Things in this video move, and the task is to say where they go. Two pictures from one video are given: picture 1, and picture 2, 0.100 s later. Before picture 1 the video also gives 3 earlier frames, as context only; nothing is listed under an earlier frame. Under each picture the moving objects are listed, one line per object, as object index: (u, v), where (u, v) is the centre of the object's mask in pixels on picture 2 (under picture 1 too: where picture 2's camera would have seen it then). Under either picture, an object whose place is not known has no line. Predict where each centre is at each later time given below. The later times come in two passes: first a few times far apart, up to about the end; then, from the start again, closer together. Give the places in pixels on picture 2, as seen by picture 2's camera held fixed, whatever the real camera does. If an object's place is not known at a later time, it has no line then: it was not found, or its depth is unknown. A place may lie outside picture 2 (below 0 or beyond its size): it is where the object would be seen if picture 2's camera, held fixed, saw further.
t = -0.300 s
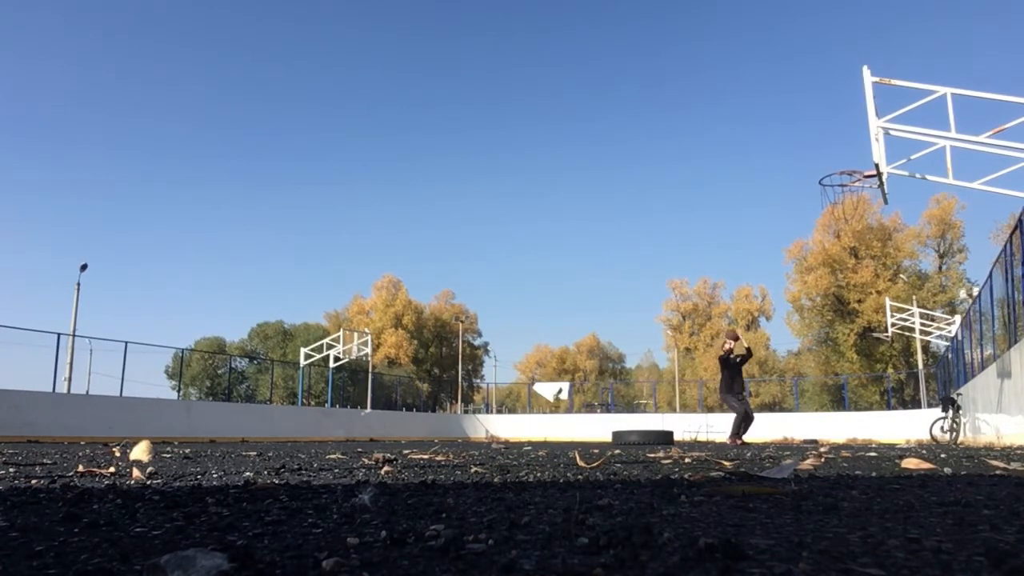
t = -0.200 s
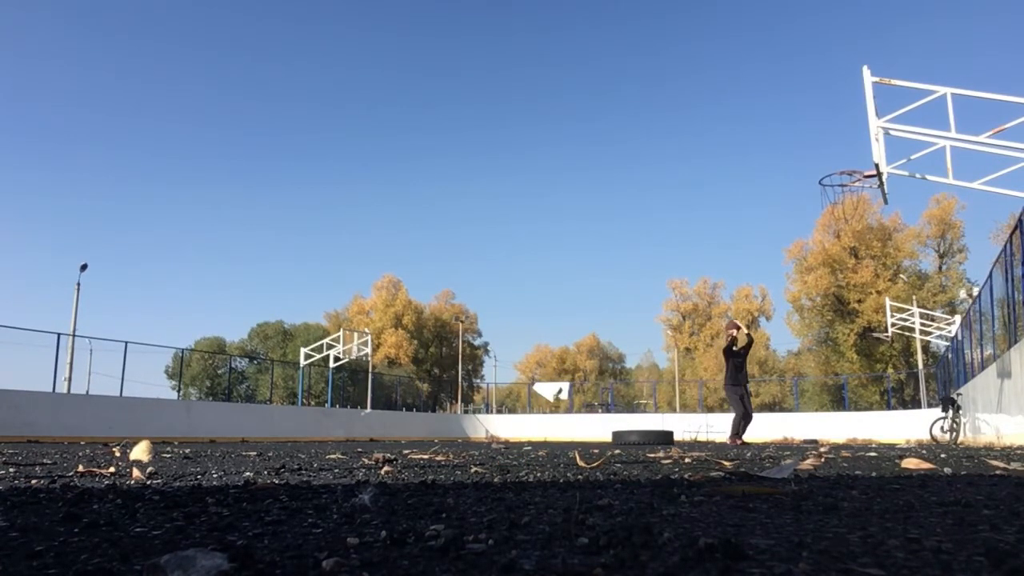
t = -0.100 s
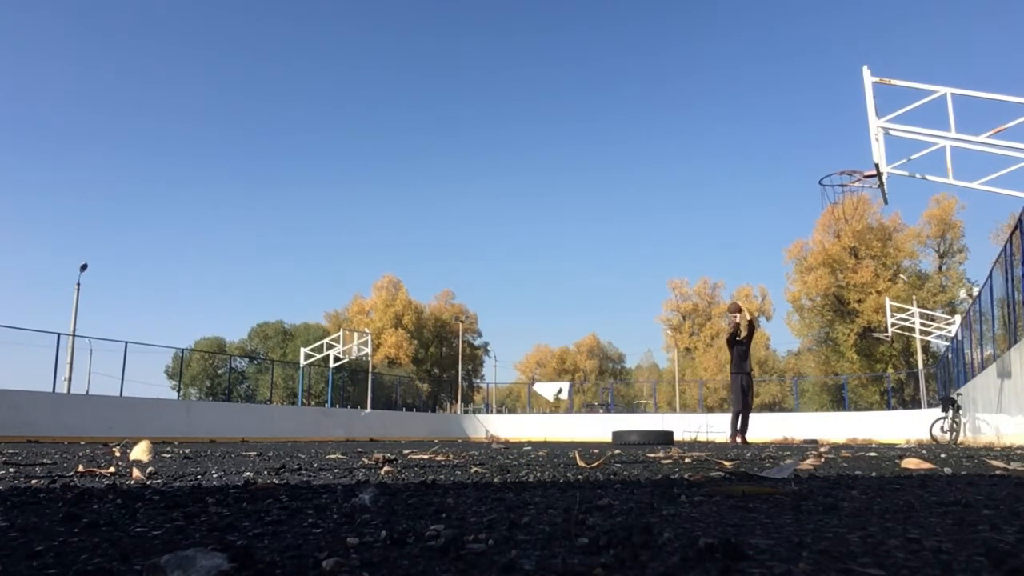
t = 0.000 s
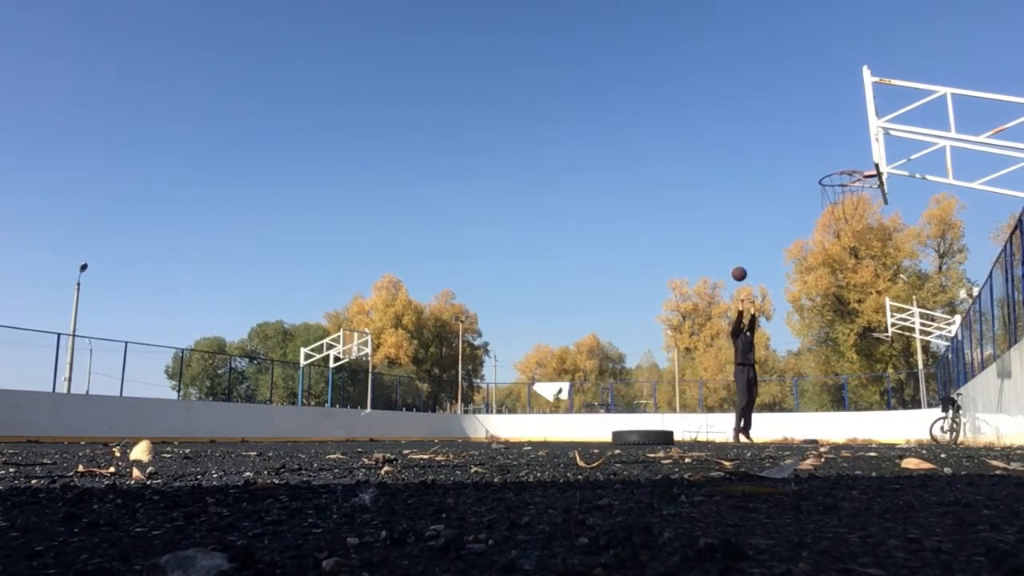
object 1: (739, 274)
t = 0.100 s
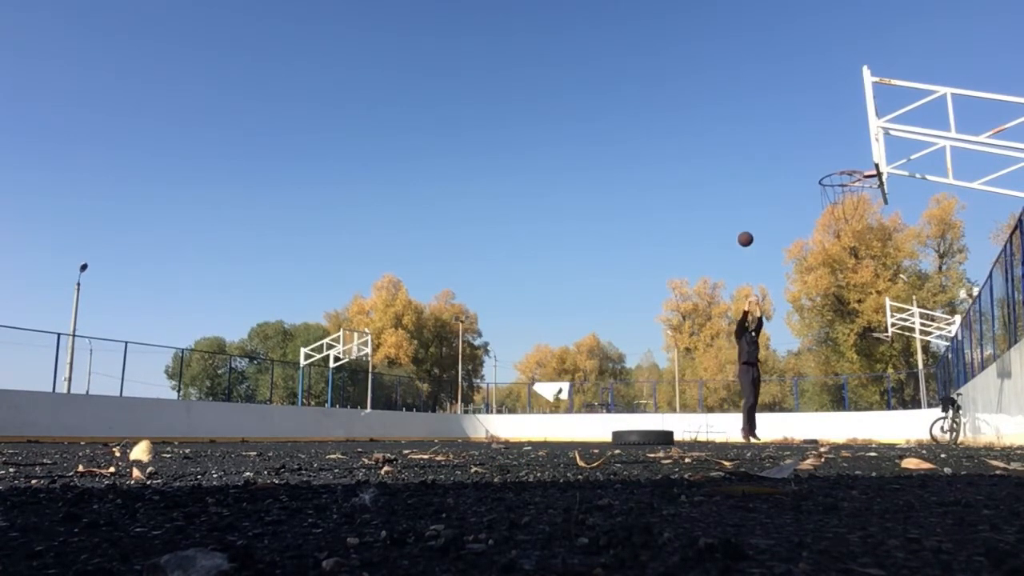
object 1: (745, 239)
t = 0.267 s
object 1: (757, 191)
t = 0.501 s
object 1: (777, 148)
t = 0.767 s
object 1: (807, 138)
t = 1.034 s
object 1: (840, 184)
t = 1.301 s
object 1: (828, 208)
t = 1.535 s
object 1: (821, 257)
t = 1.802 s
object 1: (818, 364)
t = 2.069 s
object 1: (813, 380)
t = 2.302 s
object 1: (807, 317)
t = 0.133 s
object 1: (747, 228)
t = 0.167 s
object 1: (750, 218)
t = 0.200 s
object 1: (752, 209)
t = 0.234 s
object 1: (754, 200)
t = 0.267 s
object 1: (757, 191)
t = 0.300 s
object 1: (759, 183)
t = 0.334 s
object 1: (762, 176)
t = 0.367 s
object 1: (765, 169)
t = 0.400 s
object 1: (768, 163)
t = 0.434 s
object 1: (771, 157)
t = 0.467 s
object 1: (774, 152)
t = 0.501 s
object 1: (777, 148)
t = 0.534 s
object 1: (780, 144)
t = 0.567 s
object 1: (784, 141)
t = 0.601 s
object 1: (787, 139)
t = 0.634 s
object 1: (791, 137)
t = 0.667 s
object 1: (795, 136)
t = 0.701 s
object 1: (799, 136)
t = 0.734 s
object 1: (803, 137)
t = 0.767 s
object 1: (807, 138)
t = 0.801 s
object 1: (812, 141)
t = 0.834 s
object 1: (817, 144)
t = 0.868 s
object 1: (821, 149)
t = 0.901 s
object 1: (826, 154)
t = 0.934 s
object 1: (832, 160)
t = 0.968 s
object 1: (837, 168)
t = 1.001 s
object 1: (841, 176)
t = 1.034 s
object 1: (840, 184)
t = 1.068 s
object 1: (837, 194)
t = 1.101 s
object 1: (836, 197)
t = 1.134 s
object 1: (835, 197)
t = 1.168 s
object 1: (833, 198)
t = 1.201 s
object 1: (832, 199)
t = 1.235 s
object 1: (831, 201)
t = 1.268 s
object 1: (830, 204)
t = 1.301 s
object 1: (828, 208)
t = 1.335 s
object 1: (827, 212)
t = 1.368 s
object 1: (826, 217)
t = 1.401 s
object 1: (825, 223)
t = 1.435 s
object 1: (824, 231)
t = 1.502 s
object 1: (822, 247)
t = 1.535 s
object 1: (821, 257)
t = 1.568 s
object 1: (821, 268)
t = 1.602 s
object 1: (820, 279)
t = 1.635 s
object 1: (820, 291)
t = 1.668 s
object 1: (819, 303)
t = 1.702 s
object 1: (818, 317)
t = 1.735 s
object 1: (818, 332)
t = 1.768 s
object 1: (818, 348)
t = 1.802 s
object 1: (818, 364)
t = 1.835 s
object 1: (818, 382)
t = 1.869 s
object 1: (818, 400)
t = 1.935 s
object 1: (818, 438)
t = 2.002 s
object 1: (815, 406)
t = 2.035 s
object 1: (814, 394)
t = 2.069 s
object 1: (813, 380)
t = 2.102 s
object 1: (812, 368)
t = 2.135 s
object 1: (811, 357)
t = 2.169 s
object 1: (810, 347)
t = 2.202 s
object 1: (810, 338)
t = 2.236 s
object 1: (809, 330)
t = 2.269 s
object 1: (808, 323)
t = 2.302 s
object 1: (807, 317)
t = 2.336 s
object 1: (807, 312)
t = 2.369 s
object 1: (806, 307)
